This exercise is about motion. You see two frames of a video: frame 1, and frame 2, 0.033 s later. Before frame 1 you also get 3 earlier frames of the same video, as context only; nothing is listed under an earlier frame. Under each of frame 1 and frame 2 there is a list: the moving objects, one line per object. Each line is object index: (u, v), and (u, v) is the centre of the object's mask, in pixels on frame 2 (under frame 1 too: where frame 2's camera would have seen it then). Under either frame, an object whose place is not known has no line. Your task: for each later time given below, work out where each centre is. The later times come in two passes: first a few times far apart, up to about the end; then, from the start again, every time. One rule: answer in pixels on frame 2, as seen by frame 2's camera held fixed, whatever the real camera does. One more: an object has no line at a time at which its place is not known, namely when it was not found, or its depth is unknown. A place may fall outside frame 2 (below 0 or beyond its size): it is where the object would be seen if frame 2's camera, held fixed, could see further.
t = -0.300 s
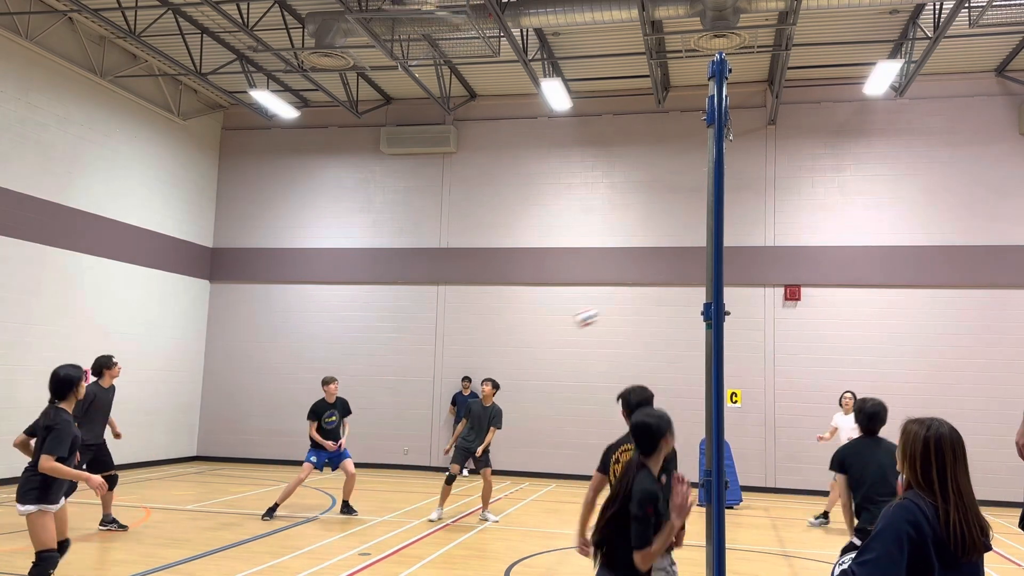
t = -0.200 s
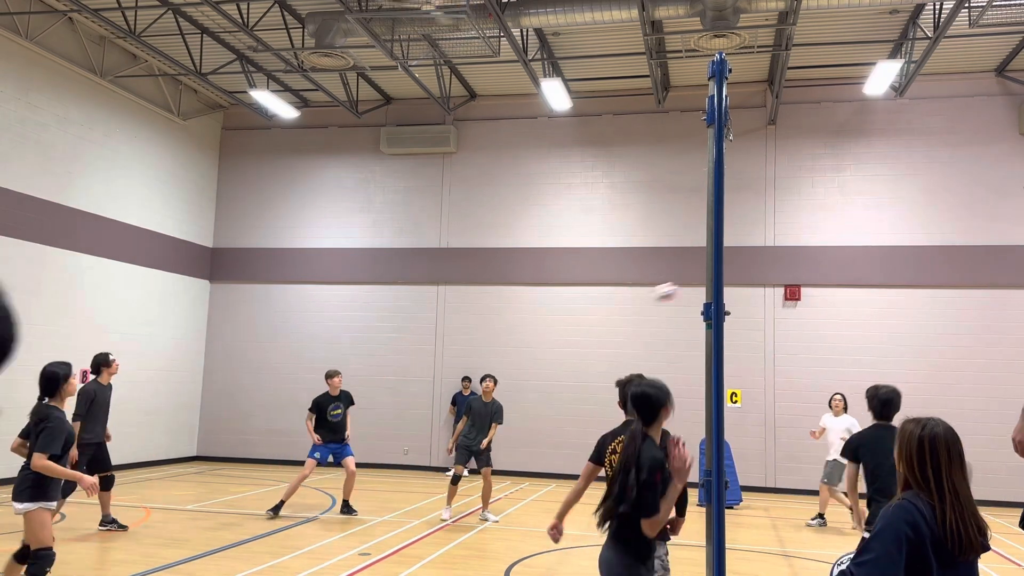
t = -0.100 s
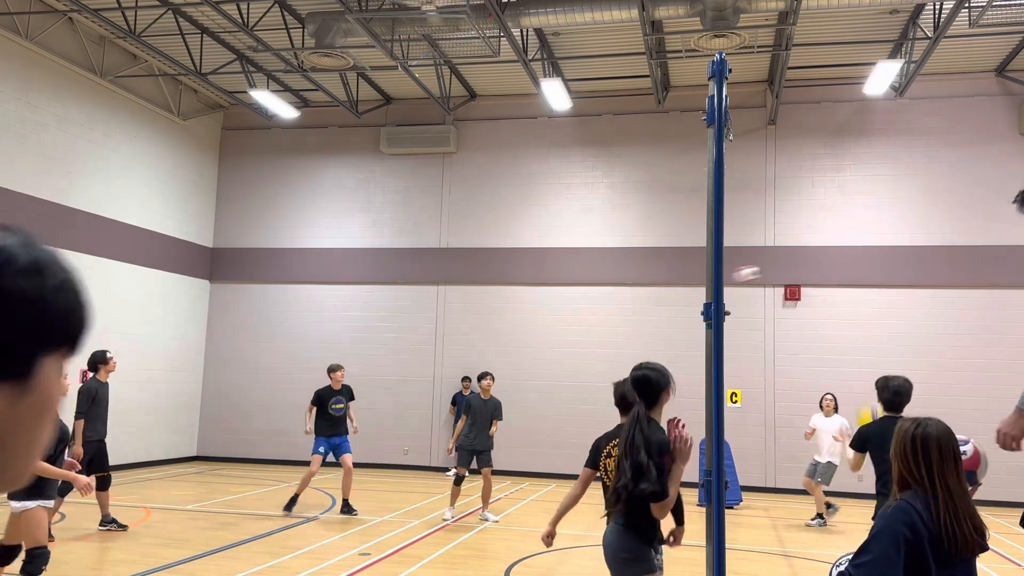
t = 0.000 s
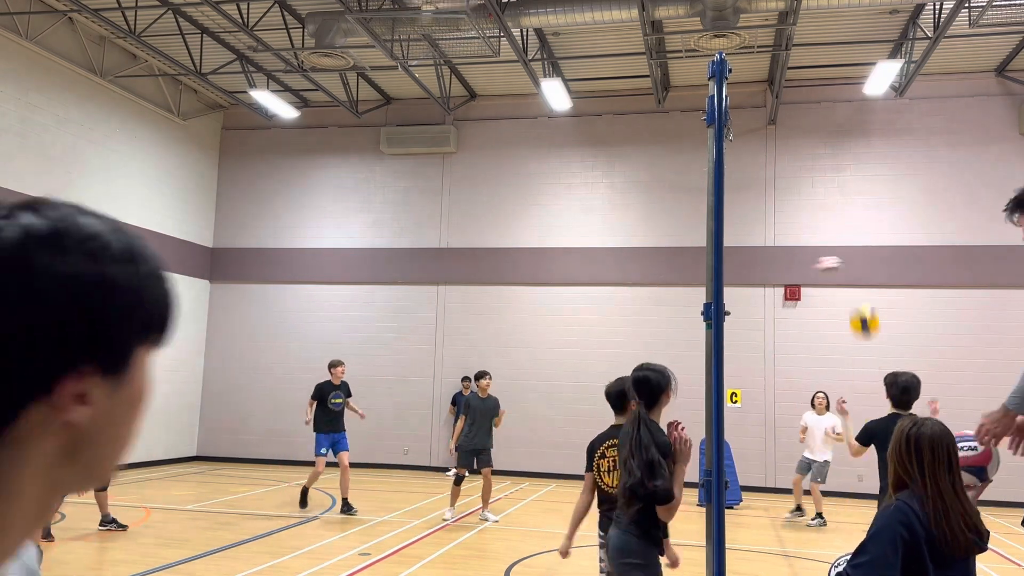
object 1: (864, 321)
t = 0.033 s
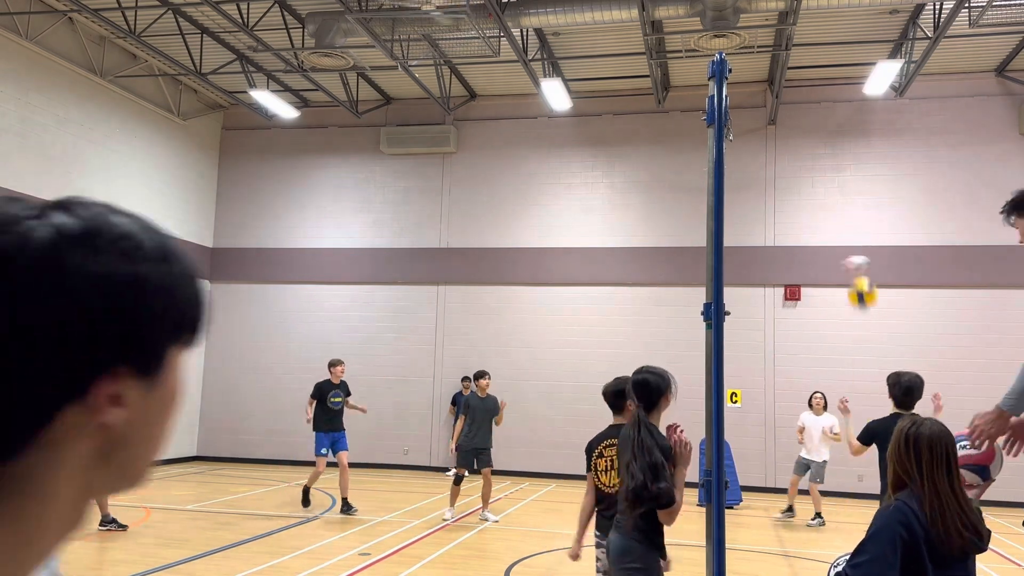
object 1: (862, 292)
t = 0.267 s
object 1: (848, 164)
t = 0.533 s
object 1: (837, 113)
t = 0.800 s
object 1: (828, 135)
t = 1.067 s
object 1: (819, 214)
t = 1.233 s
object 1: (816, 285)
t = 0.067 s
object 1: (860, 268)
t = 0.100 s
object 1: (858, 247)
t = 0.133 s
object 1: (856, 226)
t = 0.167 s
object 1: (854, 207)
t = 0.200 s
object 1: (852, 191)
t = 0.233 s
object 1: (850, 176)
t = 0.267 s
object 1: (848, 164)
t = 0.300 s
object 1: (847, 152)
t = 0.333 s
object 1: (845, 143)
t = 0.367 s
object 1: (844, 134)
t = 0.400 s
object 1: (842, 128)
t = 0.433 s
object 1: (841, 122)
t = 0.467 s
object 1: (839, 118)
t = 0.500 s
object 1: (838, 115)
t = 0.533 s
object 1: (837, 113)
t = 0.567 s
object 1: (836, 112)
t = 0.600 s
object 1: (835, 113)
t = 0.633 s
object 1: (834, 114)
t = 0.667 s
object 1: (832, 117)
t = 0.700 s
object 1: (831, 120)
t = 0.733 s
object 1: (830, 124)
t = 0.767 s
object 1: (829, 129)
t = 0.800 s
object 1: (828, 135)
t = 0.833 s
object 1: (827, 142)
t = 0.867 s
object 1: (826, 150)
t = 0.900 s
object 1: (825, 159)
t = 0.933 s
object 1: (824, 168)
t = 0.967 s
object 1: (822, 178)
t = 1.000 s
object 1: (821, 190)
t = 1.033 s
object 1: (820, 201)
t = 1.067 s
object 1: (819, 214)
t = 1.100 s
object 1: (818, 227)
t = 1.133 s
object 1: (817, 241)
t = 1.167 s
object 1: (816, 255)
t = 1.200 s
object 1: (816, 269)
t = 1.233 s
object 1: (816, 285)
